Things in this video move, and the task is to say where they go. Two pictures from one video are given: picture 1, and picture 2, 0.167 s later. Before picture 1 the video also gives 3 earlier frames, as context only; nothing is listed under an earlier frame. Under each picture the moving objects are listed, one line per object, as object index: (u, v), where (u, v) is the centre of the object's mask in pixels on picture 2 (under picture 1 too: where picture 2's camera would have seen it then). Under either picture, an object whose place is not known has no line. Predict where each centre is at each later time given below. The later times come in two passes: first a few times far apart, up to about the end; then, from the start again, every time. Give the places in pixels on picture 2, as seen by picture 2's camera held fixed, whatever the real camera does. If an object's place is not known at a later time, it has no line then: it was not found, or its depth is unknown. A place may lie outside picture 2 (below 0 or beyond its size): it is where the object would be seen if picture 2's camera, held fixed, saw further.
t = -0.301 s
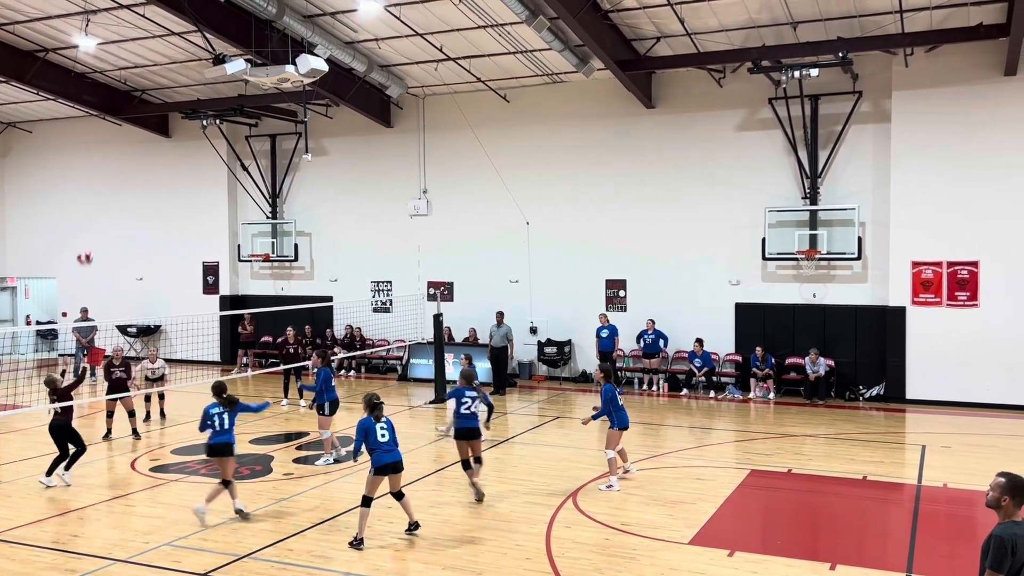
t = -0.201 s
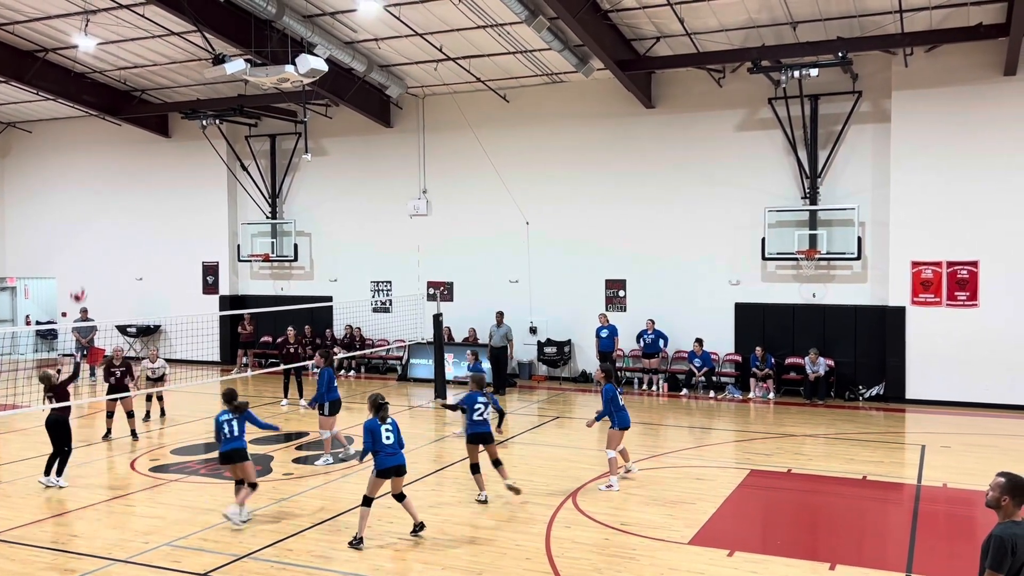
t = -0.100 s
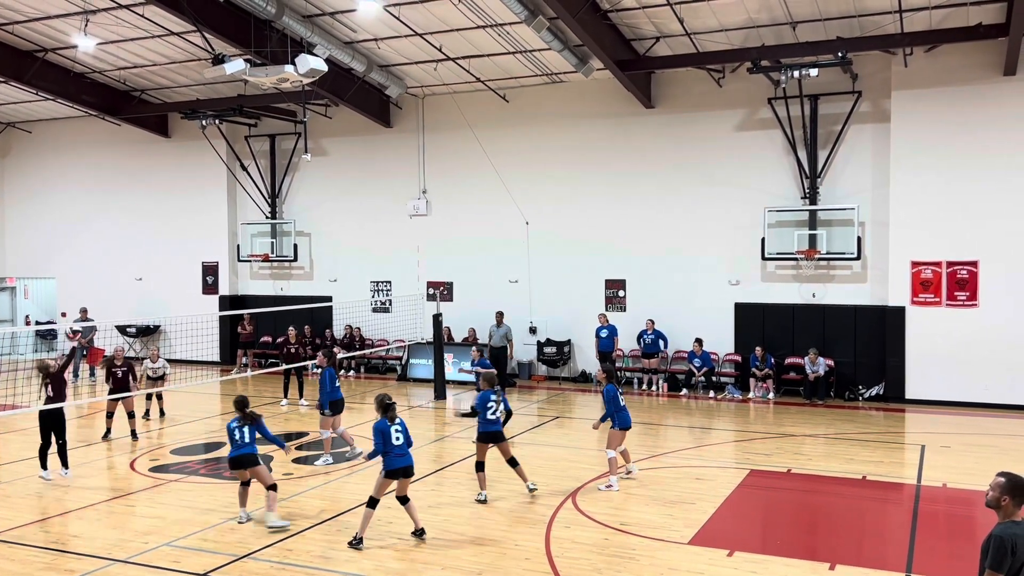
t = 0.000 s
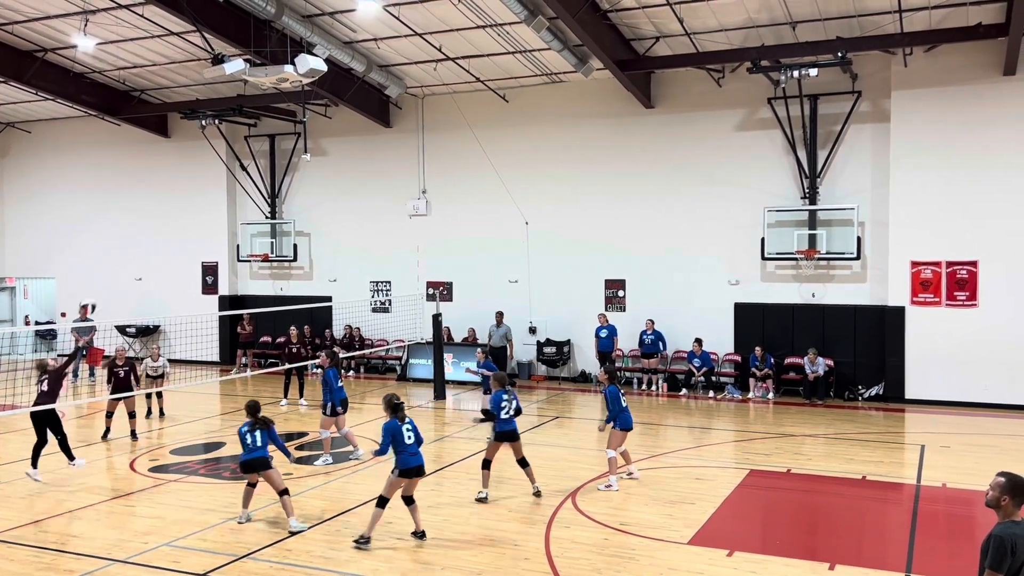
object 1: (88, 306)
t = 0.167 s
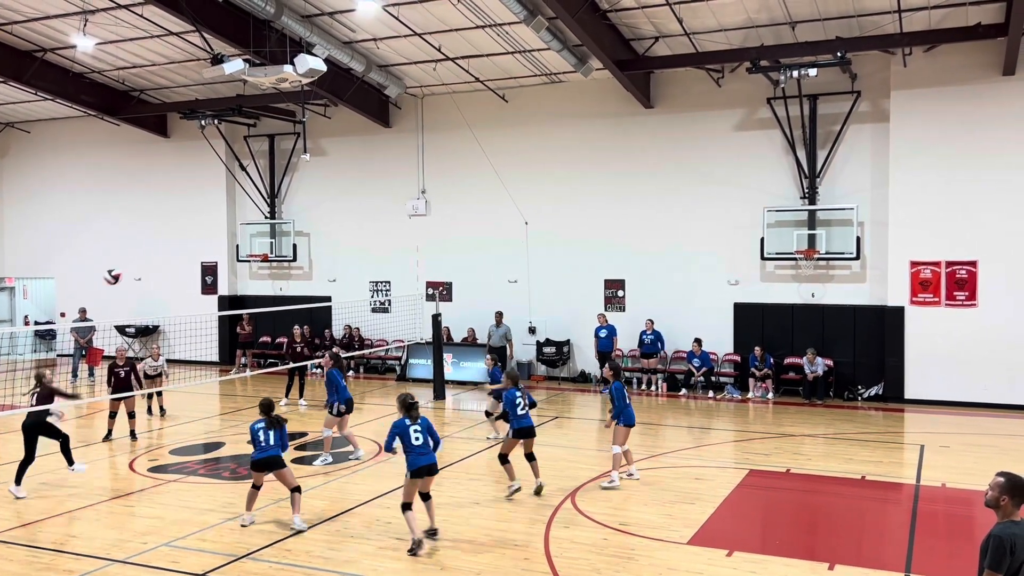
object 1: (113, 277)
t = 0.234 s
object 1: (123, 270)
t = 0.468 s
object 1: (162, 275)
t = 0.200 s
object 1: (119, 273)
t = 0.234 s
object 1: (123, 270)
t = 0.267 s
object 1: (129, 268)
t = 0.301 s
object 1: (134, 267)
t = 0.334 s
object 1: (140, 267)
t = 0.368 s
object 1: (145, 267)
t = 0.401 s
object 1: (151, 269)
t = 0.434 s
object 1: (156, 271)
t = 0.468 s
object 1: (162, 275)
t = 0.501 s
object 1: (168, 279)
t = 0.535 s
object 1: (174, 284)
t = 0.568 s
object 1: (179, 290)
